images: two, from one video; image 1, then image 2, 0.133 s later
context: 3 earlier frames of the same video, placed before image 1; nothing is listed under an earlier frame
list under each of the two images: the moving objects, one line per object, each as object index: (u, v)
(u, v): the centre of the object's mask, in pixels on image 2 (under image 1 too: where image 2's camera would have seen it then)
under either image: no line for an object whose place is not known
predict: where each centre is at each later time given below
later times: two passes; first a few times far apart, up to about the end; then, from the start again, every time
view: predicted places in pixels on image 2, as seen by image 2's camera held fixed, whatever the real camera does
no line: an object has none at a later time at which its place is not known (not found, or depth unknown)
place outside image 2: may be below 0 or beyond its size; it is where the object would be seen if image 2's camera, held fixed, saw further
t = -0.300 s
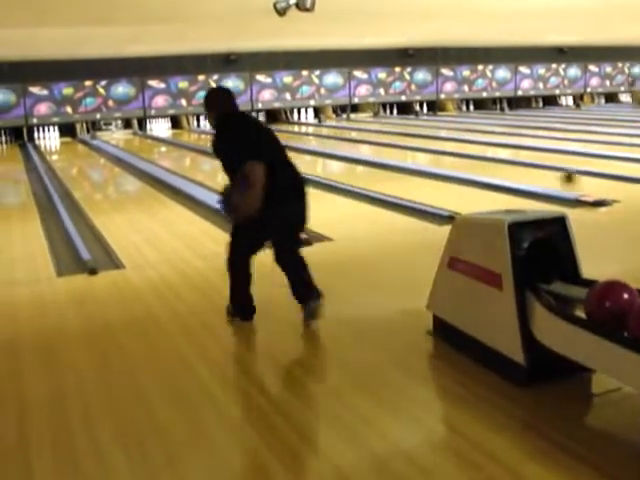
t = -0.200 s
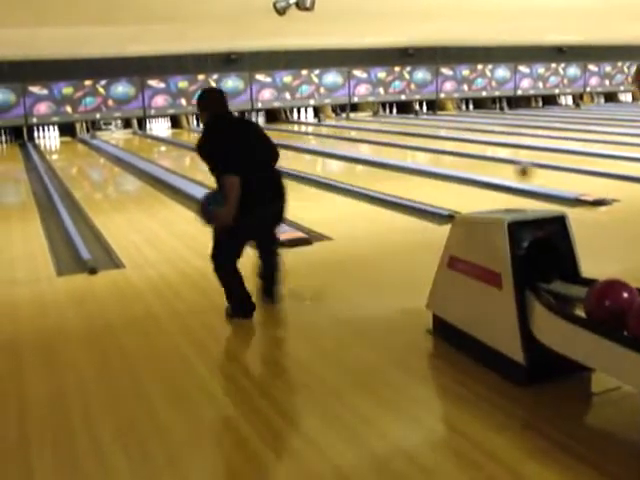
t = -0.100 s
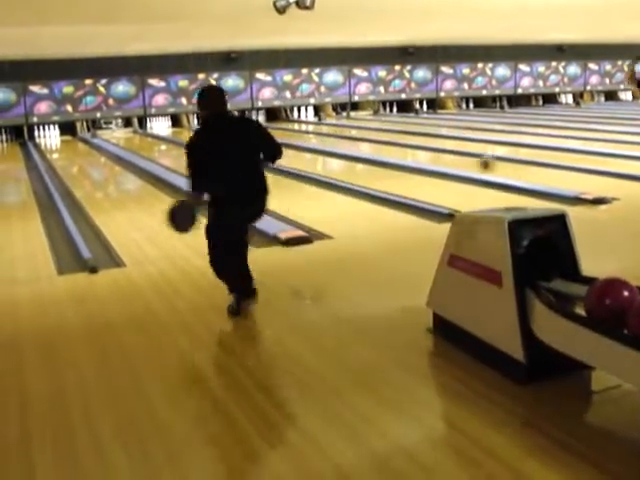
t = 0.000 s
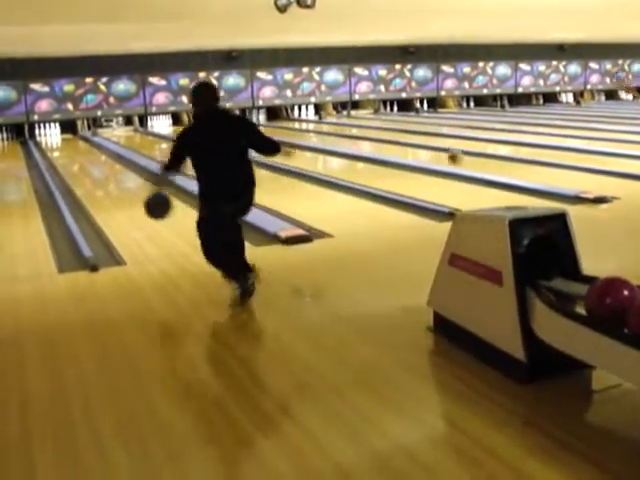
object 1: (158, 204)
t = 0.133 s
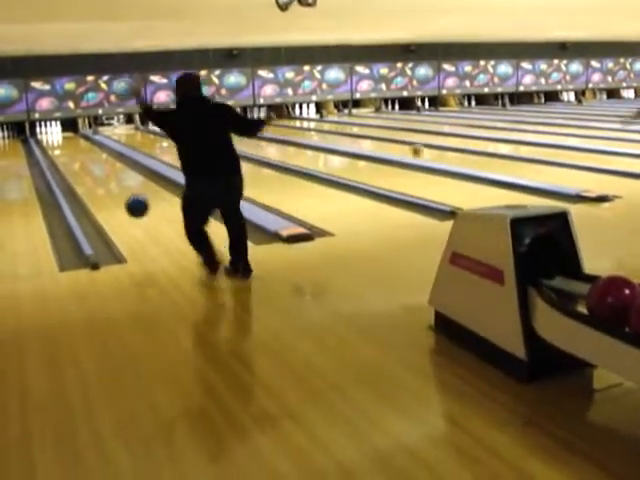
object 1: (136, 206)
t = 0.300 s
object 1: (118, 210)
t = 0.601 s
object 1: (95, 184)
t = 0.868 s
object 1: (82, 170)
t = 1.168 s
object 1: (72, 158)
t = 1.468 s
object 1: (67, 151)
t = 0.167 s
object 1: (132, 209)
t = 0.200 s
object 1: (129, 214)
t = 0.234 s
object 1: (125, 217)
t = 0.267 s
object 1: (121, 213)
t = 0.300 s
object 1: (118, 210)
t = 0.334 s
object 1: (115, 207)
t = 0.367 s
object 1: (111, 203)
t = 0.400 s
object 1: (109, 200)
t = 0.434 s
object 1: (106, 197)
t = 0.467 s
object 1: (104, 194)
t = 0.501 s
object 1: (102, 191)
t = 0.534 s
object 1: (99, 189)
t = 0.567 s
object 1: (97, 186)
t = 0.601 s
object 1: (95, 184)
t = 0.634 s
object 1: (93, 182)
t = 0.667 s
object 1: (92, 180)
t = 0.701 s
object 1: (90, 178)
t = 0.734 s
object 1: (88, 176)
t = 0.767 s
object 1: (87, 175)
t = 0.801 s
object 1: (85, 172)
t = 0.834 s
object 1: (84, 171)
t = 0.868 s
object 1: (82, 170)
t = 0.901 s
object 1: (80, 168)
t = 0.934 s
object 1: (79, 167)
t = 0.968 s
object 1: (78, 166)
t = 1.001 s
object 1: (77, 164)
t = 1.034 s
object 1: (76, 163)
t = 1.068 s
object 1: (75, 161)
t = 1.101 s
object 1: (74, 160)
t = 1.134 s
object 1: (73, 159)
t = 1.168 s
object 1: (72, 158)
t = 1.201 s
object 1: (72, 158)
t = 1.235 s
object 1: (71, 156)
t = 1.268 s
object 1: (70, 155)
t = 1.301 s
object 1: (70, 155)
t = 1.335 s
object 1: (69, 154)
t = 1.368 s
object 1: (68, 152)
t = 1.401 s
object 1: (67, 152)
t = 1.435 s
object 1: (67, 152)
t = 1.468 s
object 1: (67, 151)
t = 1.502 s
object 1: (67, 151)
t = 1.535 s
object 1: (66, 150)
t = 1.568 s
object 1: (66, 150)
